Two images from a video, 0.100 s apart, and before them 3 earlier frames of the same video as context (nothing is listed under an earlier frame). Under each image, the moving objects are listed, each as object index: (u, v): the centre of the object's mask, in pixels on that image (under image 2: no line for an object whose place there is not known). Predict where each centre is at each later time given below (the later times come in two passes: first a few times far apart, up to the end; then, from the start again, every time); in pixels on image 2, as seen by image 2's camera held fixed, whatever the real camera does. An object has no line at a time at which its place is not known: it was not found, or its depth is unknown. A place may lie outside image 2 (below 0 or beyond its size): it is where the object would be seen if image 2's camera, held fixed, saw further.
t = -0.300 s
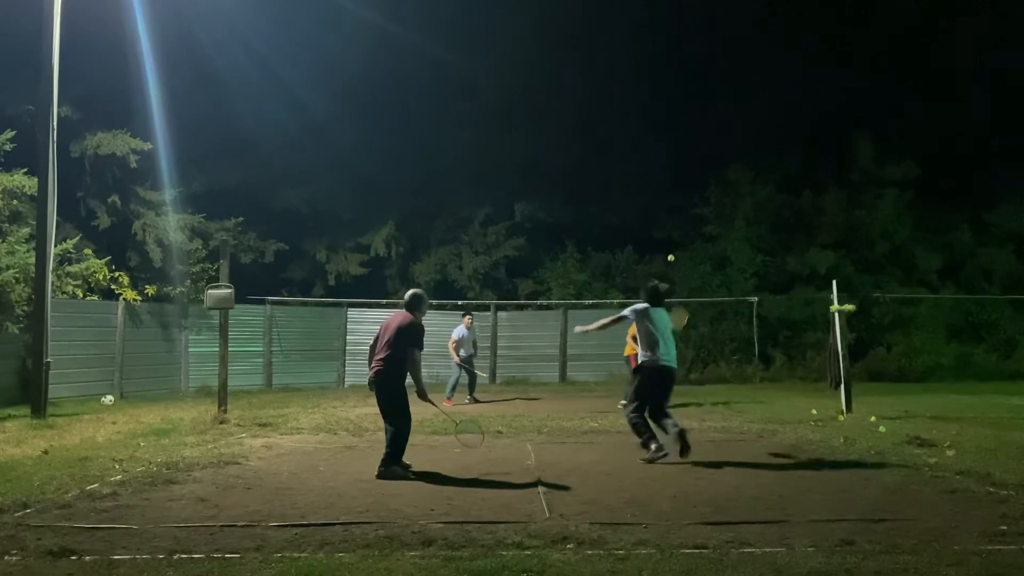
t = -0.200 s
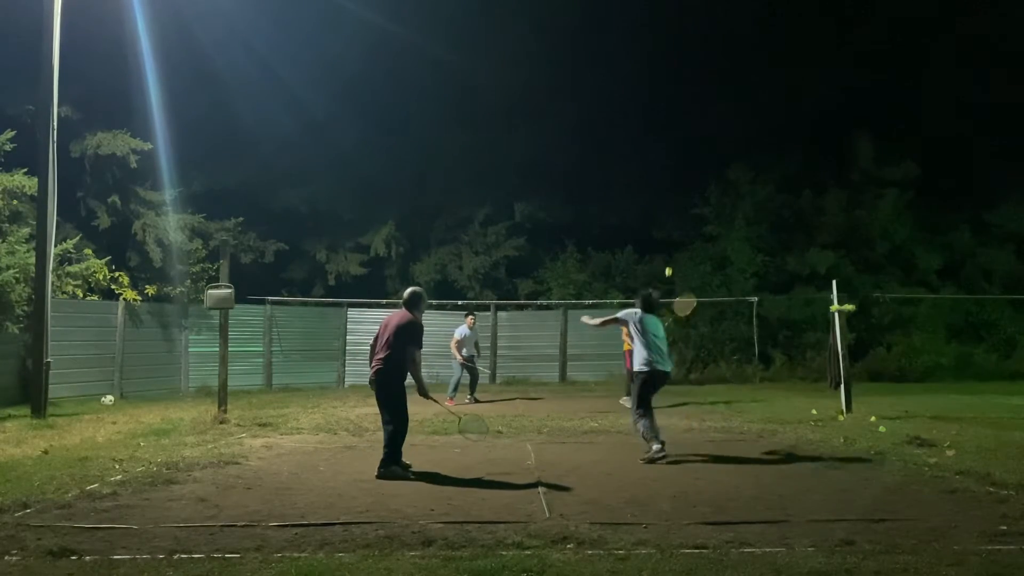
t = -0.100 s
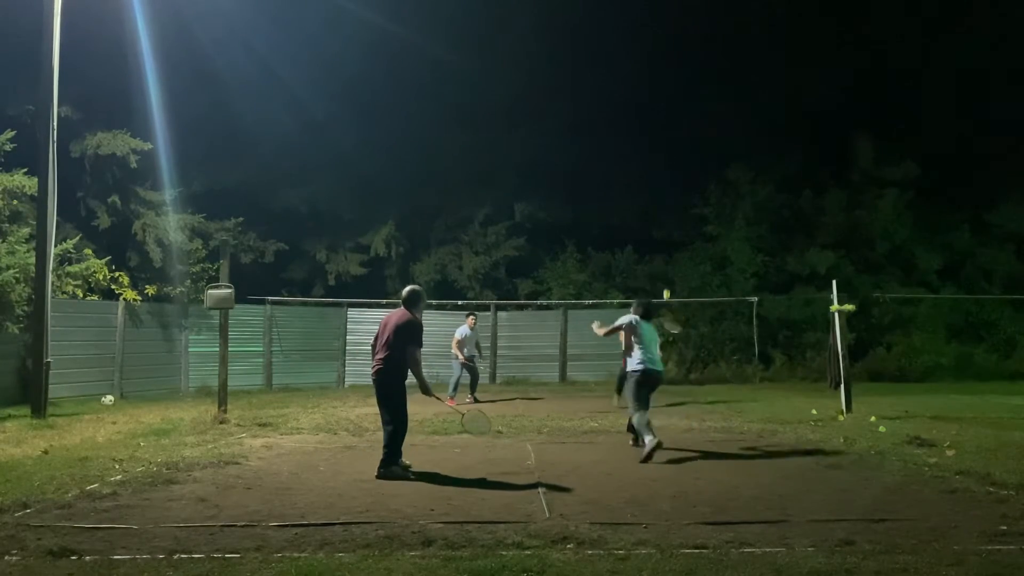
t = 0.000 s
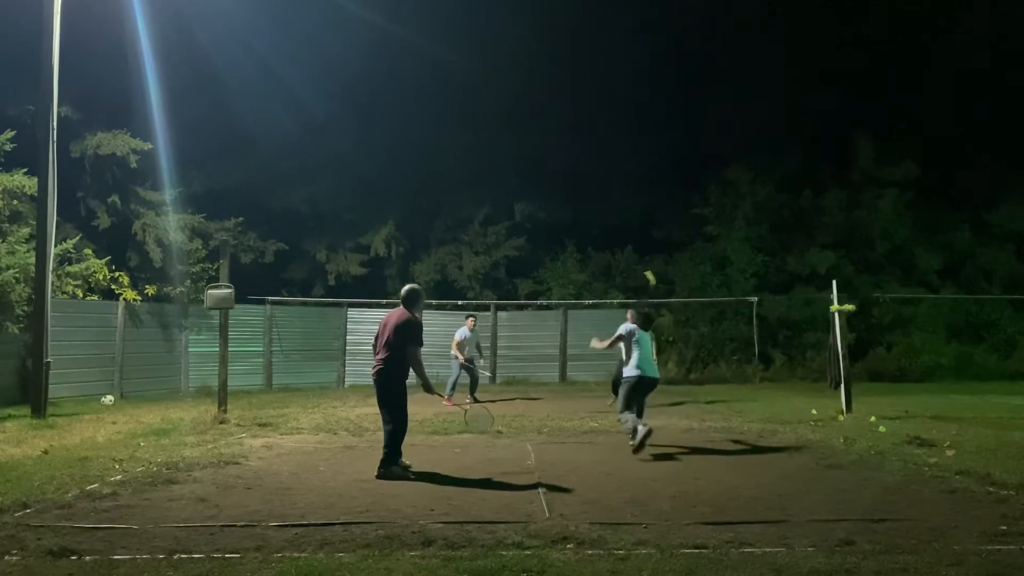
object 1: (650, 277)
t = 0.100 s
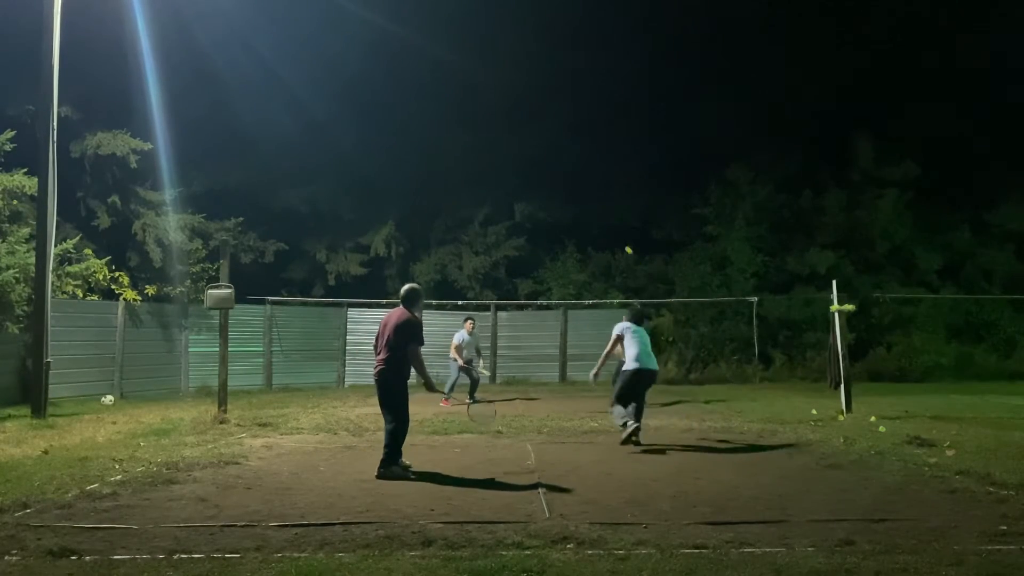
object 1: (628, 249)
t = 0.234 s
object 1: (615, 238)
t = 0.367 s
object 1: (609, 241)
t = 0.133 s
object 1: (624, 244)
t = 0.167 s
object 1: (621, 242)
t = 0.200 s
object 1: (618, 239)
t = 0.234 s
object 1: (615, 238)
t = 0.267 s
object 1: (613, 237)
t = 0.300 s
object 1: (611, 238)
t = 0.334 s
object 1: (610, 239)
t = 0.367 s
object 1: (609, 241)
